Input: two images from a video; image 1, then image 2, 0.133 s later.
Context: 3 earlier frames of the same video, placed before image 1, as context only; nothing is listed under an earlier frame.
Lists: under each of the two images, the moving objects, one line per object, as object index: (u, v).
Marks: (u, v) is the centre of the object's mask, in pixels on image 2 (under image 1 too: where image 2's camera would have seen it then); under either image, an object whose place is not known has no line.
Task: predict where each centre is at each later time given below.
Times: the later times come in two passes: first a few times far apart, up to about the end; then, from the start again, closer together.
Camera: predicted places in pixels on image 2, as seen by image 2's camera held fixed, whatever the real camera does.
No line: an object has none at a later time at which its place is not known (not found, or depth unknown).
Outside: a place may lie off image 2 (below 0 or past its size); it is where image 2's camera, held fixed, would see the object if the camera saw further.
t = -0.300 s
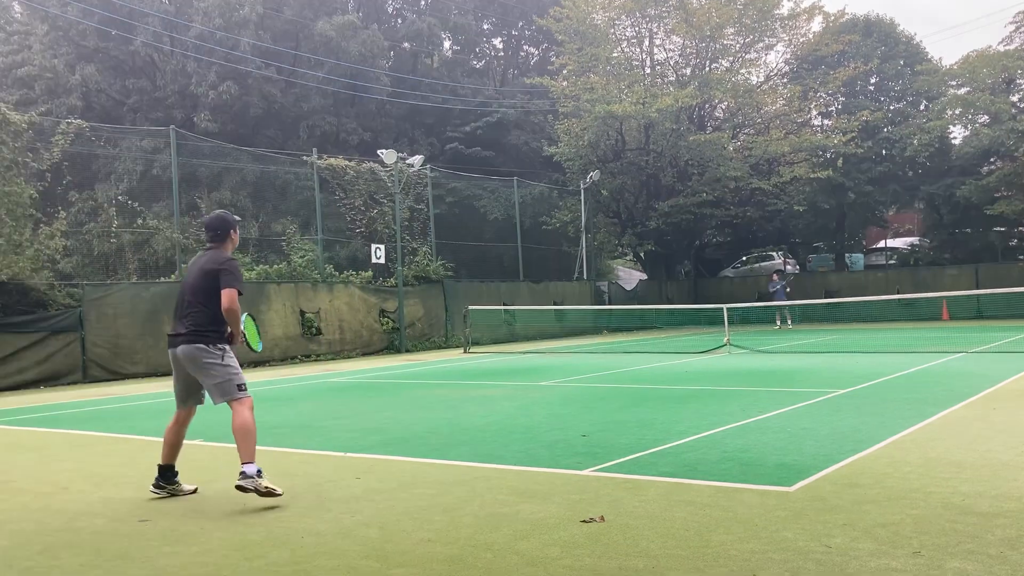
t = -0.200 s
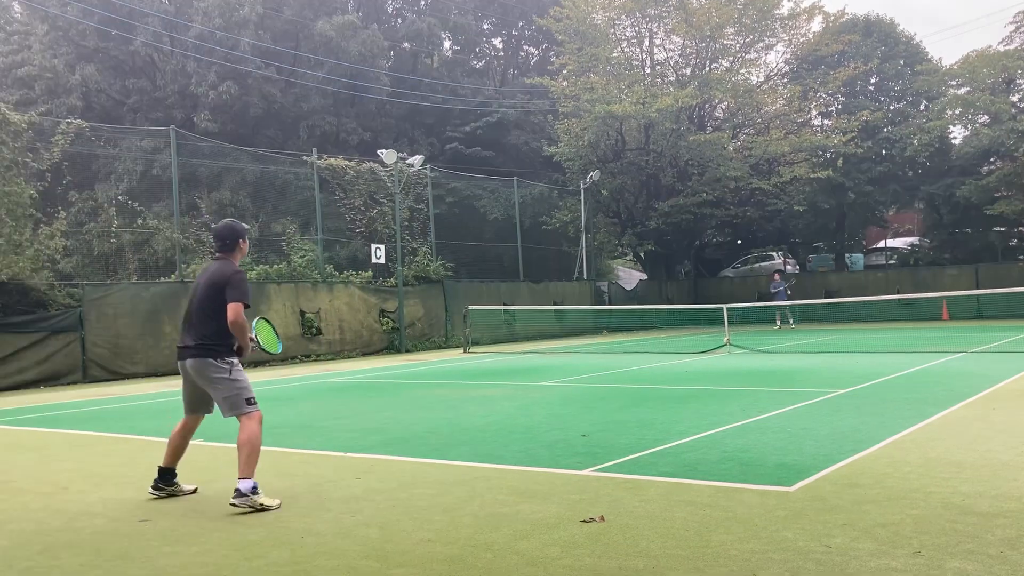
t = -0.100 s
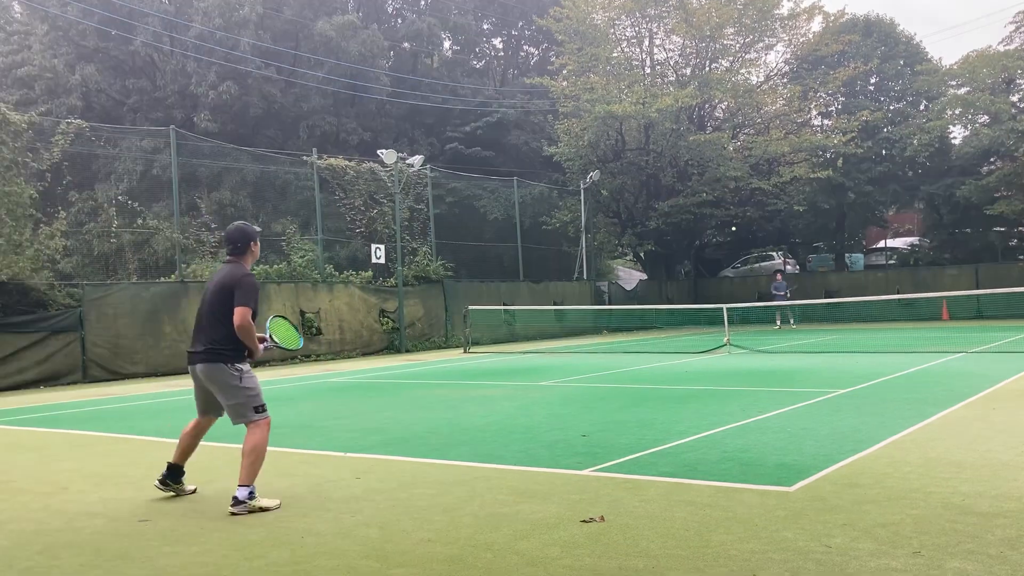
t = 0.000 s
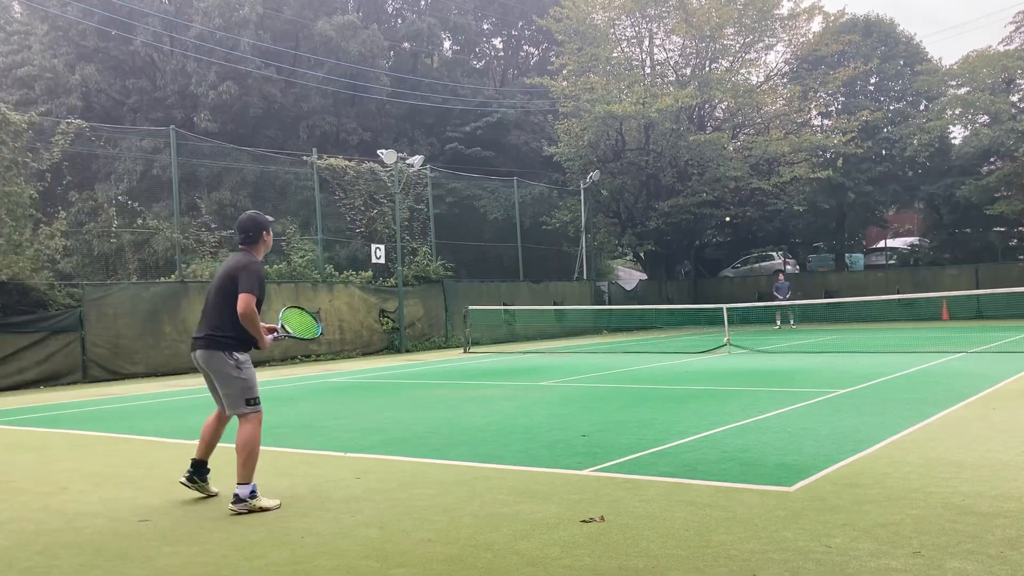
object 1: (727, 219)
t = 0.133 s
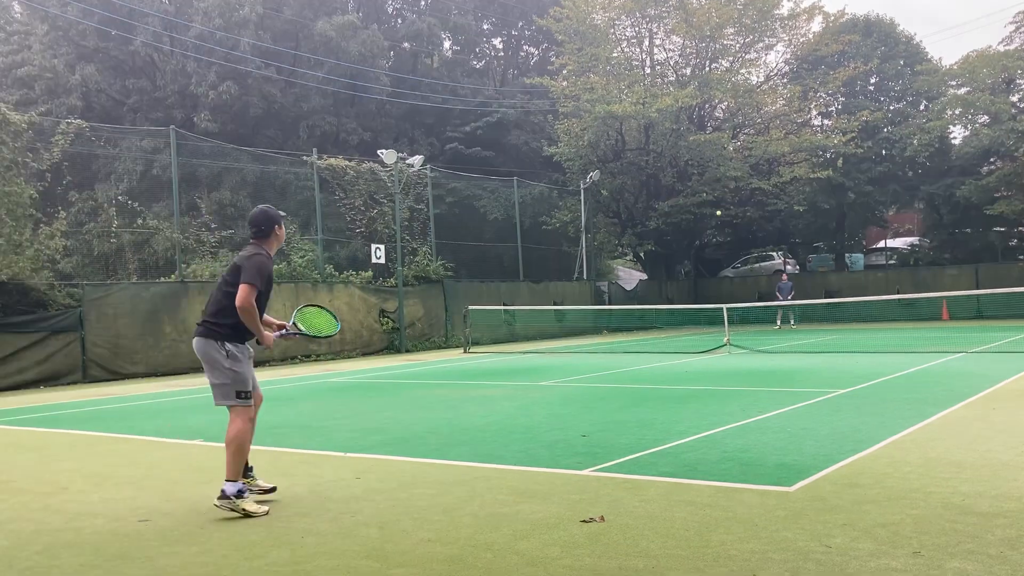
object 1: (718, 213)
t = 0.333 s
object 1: (701, 223)
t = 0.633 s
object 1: (664, 305)
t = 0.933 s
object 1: (612, 334)
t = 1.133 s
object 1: (573, 268)
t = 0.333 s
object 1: (701, 223)
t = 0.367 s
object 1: (698, 227)
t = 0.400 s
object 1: (694, 233)
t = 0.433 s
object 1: (690, 239)
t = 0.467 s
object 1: (686, 247)
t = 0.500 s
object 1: (682, 256)
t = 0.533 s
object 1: (678, 266)
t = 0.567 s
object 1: (674, 278)
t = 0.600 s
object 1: (669, 291)
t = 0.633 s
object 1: (664, 305)
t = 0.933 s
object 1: (612, 334)
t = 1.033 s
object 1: (594, 298)
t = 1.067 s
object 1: (587, 287)
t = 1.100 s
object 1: (580, 277)
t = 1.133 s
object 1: (573, 268)
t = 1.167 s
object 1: (566, 260)
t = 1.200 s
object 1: (558, 253)
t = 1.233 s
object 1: (550, 247)
